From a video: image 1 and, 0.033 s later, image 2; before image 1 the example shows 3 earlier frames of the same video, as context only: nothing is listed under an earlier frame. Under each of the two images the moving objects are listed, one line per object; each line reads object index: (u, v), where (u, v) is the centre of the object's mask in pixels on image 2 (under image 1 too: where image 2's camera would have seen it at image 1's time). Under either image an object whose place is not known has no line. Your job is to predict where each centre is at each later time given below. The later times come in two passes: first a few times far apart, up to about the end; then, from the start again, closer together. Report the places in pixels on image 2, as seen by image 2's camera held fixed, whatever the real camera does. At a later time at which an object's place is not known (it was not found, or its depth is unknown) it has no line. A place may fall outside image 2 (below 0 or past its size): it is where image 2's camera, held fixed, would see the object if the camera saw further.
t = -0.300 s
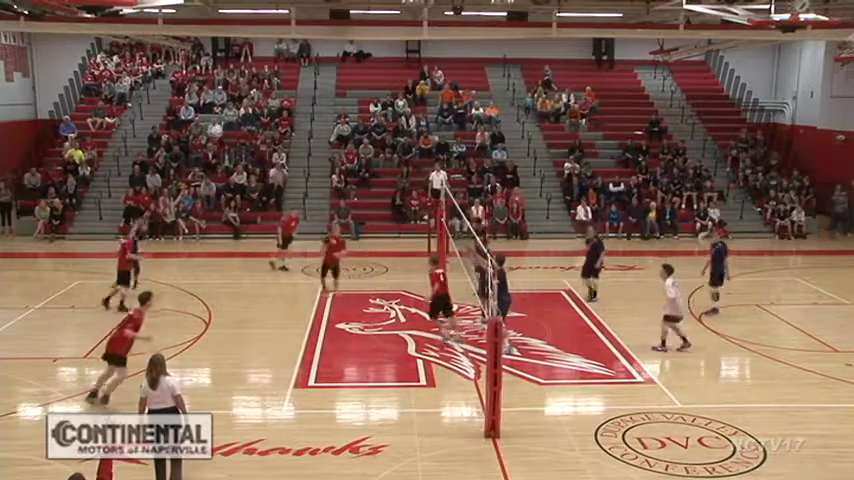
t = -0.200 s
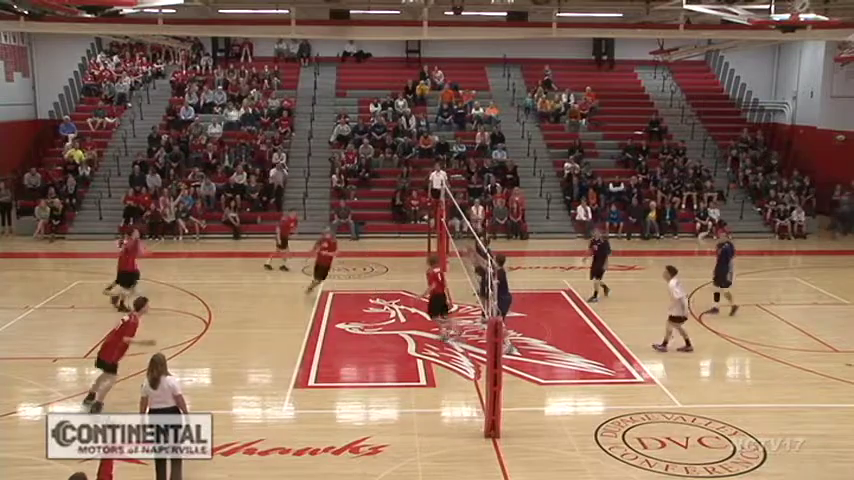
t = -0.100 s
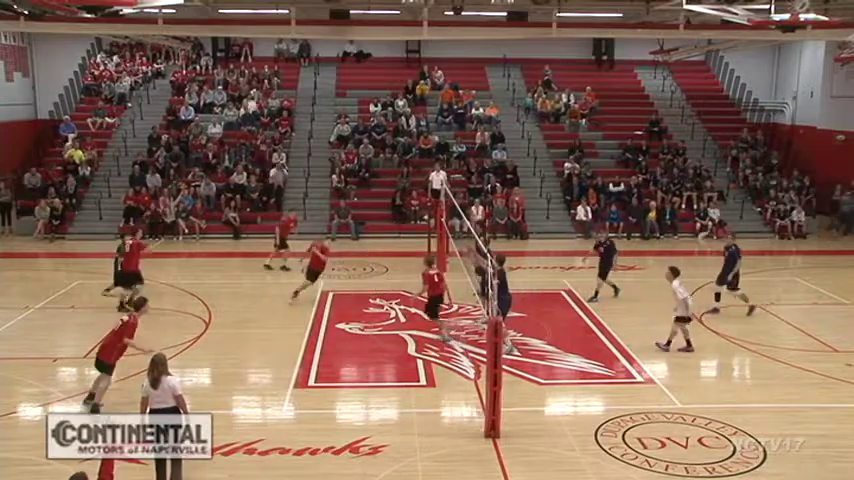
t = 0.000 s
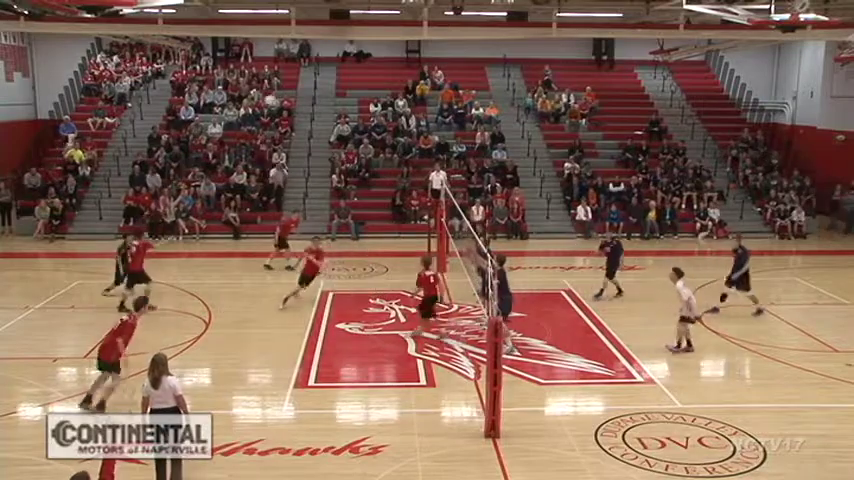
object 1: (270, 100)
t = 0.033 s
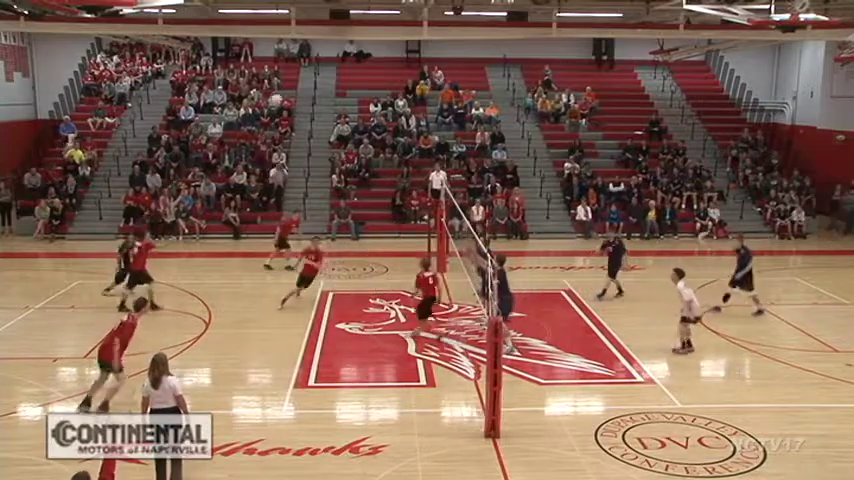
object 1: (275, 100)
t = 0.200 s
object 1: (307, 104)
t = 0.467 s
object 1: (357, 141)
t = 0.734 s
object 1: (408, 215)
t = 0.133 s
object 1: (294, 100)
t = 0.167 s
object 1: (301, 101)
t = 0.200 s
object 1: (307, 104)
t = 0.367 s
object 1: (339, 122)
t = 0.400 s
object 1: (345, 129)
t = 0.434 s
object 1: (352, 134)
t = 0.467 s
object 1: (357, 141)
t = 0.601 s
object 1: (383, 173)
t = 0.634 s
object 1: (390, 184)
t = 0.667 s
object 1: (396, 194)
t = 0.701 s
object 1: (402, 204)
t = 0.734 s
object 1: (408, 215)
